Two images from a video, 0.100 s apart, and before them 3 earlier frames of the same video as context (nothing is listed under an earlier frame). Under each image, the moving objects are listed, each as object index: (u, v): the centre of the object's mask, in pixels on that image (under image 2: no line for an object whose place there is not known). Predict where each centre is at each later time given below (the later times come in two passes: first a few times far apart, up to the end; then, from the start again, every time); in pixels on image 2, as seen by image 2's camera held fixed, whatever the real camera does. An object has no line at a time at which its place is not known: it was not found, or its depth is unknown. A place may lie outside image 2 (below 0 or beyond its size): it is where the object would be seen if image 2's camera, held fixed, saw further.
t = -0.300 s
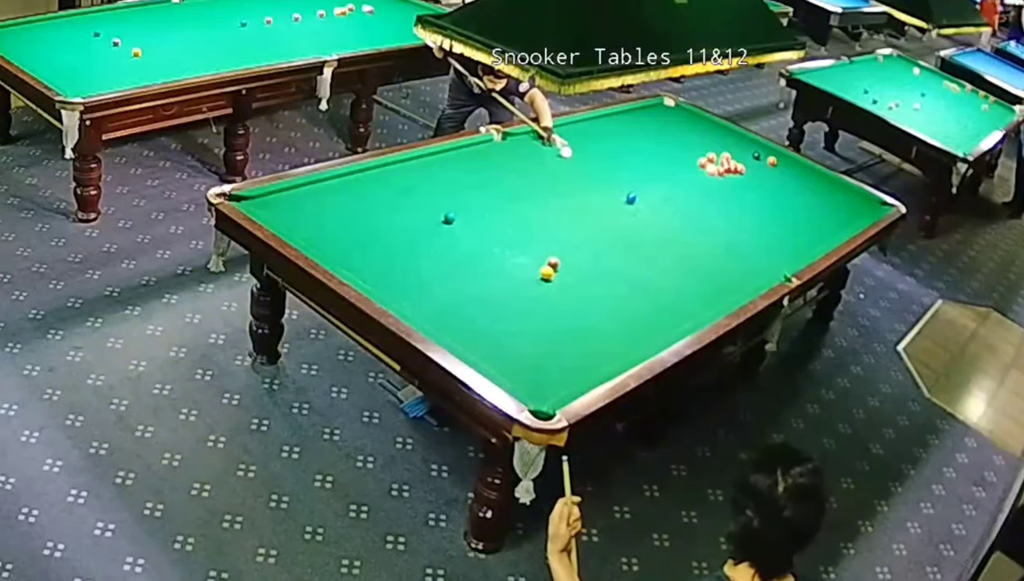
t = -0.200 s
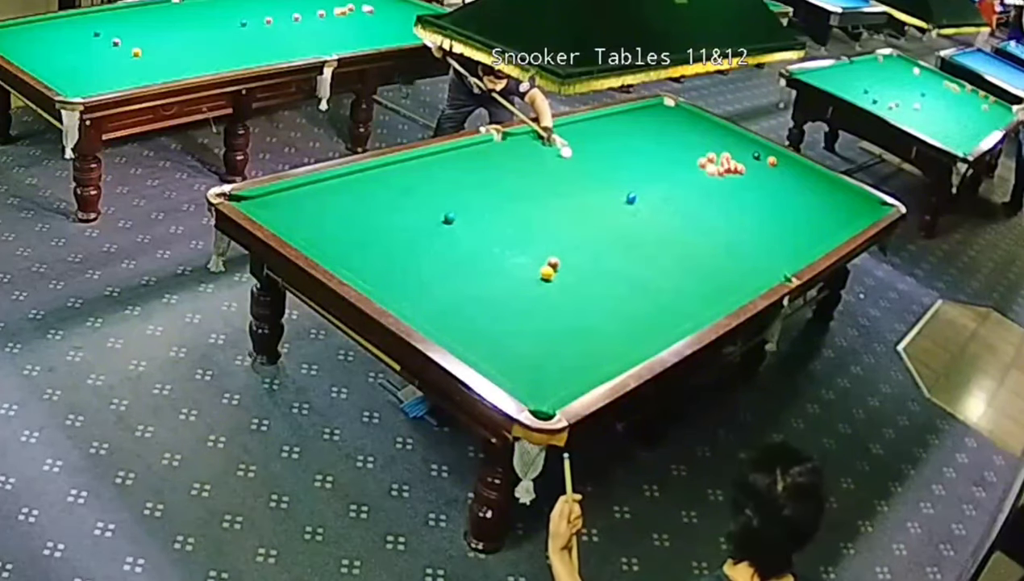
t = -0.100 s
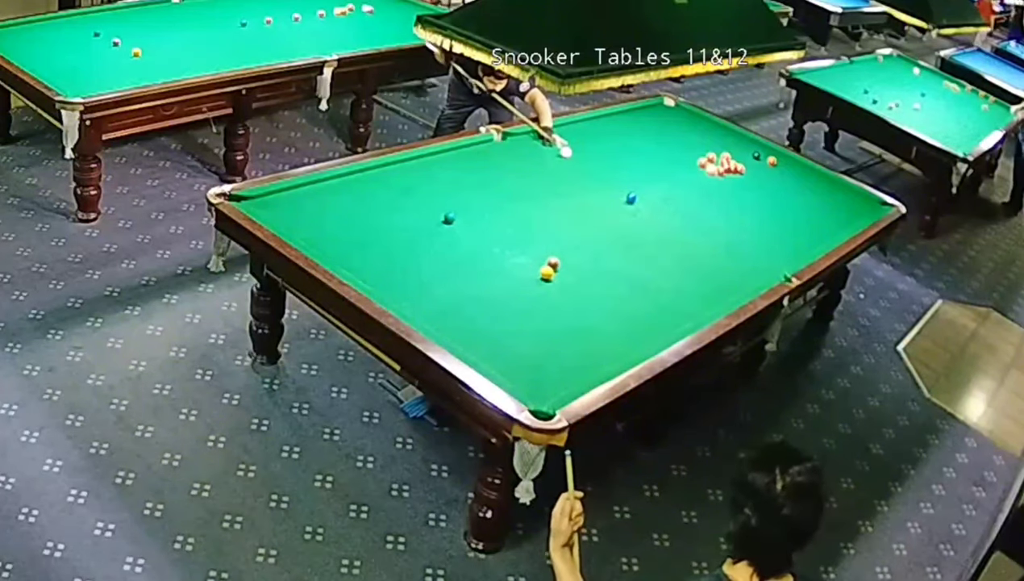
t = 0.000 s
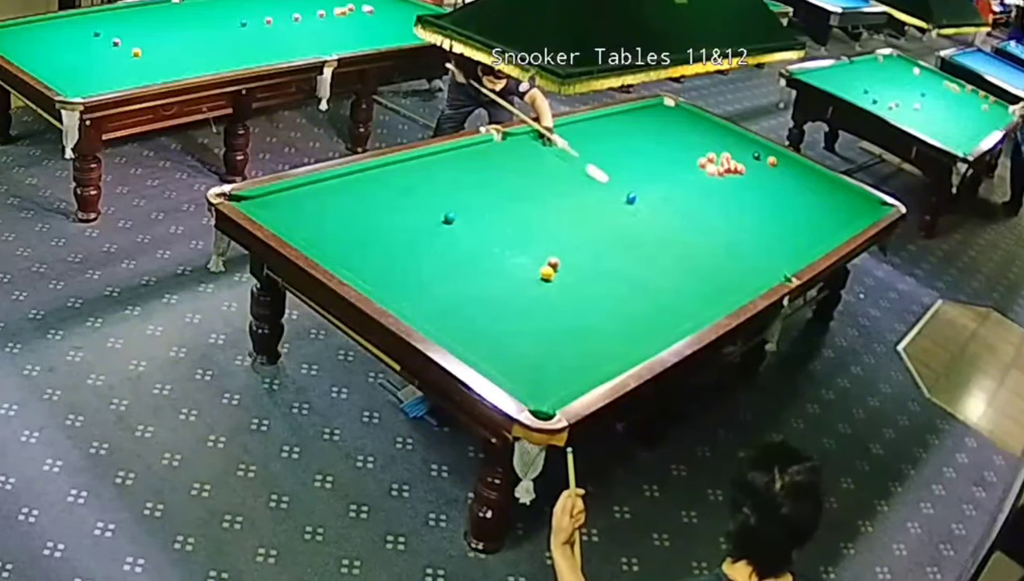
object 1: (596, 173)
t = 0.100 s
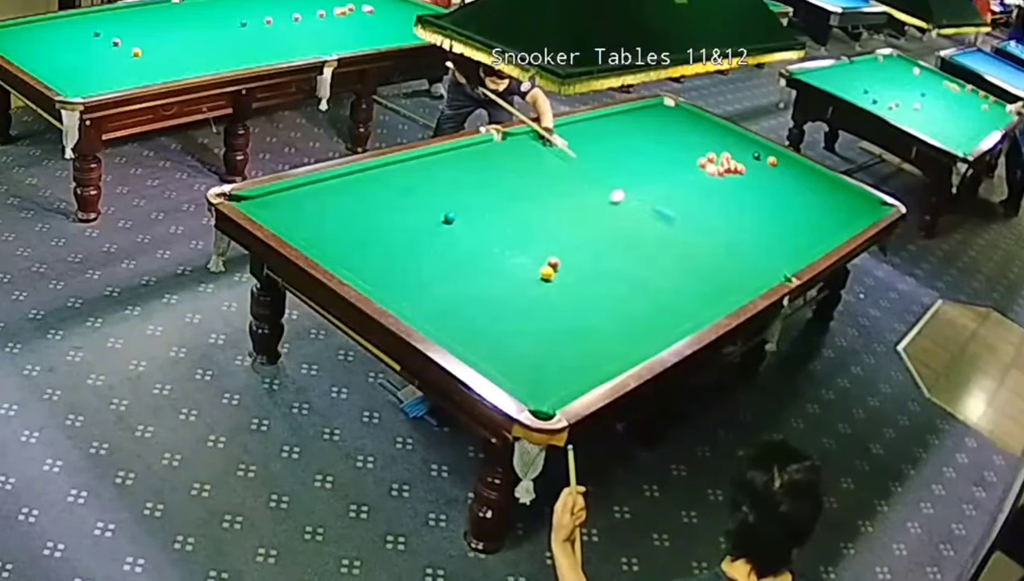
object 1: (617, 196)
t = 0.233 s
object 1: (602, 209)
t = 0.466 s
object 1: (589, 240)
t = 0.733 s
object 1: (597, 295)
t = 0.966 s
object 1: (608, 357)
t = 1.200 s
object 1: (531, 356)
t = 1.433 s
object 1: (474, 342)
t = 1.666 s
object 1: (473, 308)
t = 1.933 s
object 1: (469, 275)
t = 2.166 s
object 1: (466, 249)
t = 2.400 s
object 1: (463, 226)
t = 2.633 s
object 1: (461, 207)
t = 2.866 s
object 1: (458, 189)
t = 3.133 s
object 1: (456, 170)
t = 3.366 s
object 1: (454, 156)
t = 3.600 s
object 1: (466, 151)
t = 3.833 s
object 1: (490, 154)
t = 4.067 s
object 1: (512, 156)
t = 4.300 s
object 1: (533, 159)
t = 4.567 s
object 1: (556, 162)
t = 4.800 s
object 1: (575, 164)
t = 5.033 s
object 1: (593, 166)
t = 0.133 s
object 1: (613, 199)
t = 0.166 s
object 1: (609, 202)
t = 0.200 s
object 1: (605, 205)
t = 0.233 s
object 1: (602, 209)
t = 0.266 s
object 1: (599, 212)
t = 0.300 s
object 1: (596, 216)
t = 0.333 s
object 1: (594, 220)
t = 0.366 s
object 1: (592, 224)
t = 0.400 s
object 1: (591, 229)
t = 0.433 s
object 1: (590, 234)
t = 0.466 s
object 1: (589, 240)
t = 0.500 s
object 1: (589, 245)
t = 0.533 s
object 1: (589, 251)
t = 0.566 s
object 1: (590, 258)
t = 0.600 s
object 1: (591, 265)
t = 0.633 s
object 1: (592, 272)
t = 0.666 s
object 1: (594, 280)
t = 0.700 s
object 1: (595, 288)
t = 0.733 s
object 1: (597, 295)
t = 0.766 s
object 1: (598, 304)
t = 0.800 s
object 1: (600, 312)
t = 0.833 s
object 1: (602, 321)
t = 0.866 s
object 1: (603, 330)
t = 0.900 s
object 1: (605, 339)
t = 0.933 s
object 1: (607, 348)
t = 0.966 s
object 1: (608, 357)
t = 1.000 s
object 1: (603, 362)
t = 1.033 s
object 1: (590, 361)
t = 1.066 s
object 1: (578, 359)
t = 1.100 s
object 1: (565, 358)
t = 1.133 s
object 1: (554, 357)
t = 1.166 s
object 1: (542, 356)
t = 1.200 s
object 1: (531, 356)
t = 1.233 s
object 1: (519, 356)
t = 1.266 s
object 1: (507, 355)
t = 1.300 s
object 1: (496, 355)
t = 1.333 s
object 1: (485, 354)
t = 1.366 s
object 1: (475, 351)
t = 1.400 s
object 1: (475, 347)
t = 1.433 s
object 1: (474, 342)
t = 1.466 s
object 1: (475, 336)
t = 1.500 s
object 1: (475, 331)
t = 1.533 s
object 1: (474, 326)
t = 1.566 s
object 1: (474, 322)
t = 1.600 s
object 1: (474, 317)
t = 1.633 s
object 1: (473, 313)
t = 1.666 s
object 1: (473, 308)
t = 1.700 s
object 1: (472, 303)
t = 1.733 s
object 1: (472, 299)
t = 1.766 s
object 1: (471, 295)
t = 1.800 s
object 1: (471, 291)
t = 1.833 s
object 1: (470, 287)
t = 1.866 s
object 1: (470, 283)
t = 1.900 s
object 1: (469, 279)
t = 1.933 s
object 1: (469, 275)
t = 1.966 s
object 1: (468, 271)
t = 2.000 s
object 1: (468, 267)
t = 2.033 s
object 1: (468, 264)
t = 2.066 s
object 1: (467, 260)
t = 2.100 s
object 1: (467, 256)
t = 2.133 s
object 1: (466, 253)
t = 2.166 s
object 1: (466, 249)
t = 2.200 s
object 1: (465, 246)
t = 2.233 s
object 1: (465, 242)
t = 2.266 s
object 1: (465, 239)
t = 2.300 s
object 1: (464, 236)
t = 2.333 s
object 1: (464, 233)
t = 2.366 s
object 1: (463, 230)
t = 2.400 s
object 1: (463, 226)
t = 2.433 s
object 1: (463, 224)
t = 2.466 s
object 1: (462, 221)
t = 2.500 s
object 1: (462, 218)
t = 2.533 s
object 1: (462, 214)
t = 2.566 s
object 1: (462, 212)
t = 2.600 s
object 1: (461, 209)
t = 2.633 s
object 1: (461, 207)
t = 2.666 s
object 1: (460, 204)
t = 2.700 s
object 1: (460, 201)
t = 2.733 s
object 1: (459, 199)
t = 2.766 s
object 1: (459, 196)
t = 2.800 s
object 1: (459, 194)
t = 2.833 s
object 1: (458, 191)
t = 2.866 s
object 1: (458, 189)
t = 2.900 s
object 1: (458, 186)
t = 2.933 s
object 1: (458, 184)
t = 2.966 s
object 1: (457, 182)
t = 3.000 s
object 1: (457, 179)
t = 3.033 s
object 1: (457, 177)
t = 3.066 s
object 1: (456, 175)
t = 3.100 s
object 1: (456, 173)
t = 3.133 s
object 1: (456, 170)
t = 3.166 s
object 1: (455, 168)
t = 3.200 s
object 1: (455, 166)
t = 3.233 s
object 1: (455, 165)
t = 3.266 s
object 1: (455, 162)
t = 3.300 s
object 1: (455, 161)
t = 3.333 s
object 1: (454, 158)
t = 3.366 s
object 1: (454, 156)
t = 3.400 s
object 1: (454, 155)
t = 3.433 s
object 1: (454, 153)
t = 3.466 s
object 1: (454, 151)
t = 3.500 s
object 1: (455, 150)
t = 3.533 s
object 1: (459, 150)
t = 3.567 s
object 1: (462, 151)
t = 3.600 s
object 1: (466, 151)
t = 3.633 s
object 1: (469, 152)
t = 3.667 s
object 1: (473, 152)
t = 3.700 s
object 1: (476, 152)
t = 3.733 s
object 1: (480, 153)
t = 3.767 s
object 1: (483, 153)
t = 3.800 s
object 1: (486, 153)
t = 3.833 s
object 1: (490, 154)
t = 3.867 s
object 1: (493, 154)
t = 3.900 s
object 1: (496, 154)
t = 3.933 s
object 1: (499, 154)
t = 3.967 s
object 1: (503, 155)
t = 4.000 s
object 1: (506, 156)
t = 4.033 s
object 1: (509, 156)
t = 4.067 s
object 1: (512, 156)
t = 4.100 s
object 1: (515, 157)
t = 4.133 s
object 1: (518, 157)
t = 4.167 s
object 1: (522, 157)
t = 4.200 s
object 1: (525, 158)
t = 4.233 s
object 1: (527, 158)
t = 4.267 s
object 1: (530, 159)
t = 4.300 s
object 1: (533, 159)
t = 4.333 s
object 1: (536, 159)
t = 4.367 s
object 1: (539, 160)
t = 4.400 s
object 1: (542, 160)
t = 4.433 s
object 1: (545, 160)
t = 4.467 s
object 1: (548, 161)
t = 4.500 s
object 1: (551, 161)
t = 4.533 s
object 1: (554, 161)
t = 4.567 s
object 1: (556, 162)
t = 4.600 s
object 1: (559, 162)
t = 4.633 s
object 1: (562, 162)
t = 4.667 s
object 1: (565, 163)
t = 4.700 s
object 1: (567, 163)
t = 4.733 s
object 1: (570, 164)
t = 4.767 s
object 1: (572, 164)
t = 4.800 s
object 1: (575, 164)
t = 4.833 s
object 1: (578, 164)
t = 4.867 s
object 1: (580, 165)
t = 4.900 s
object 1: (583, 165)
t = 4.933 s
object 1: (585, 165)
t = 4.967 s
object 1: (588, 166)
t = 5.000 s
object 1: (590, 166)
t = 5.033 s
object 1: (593, 166)
